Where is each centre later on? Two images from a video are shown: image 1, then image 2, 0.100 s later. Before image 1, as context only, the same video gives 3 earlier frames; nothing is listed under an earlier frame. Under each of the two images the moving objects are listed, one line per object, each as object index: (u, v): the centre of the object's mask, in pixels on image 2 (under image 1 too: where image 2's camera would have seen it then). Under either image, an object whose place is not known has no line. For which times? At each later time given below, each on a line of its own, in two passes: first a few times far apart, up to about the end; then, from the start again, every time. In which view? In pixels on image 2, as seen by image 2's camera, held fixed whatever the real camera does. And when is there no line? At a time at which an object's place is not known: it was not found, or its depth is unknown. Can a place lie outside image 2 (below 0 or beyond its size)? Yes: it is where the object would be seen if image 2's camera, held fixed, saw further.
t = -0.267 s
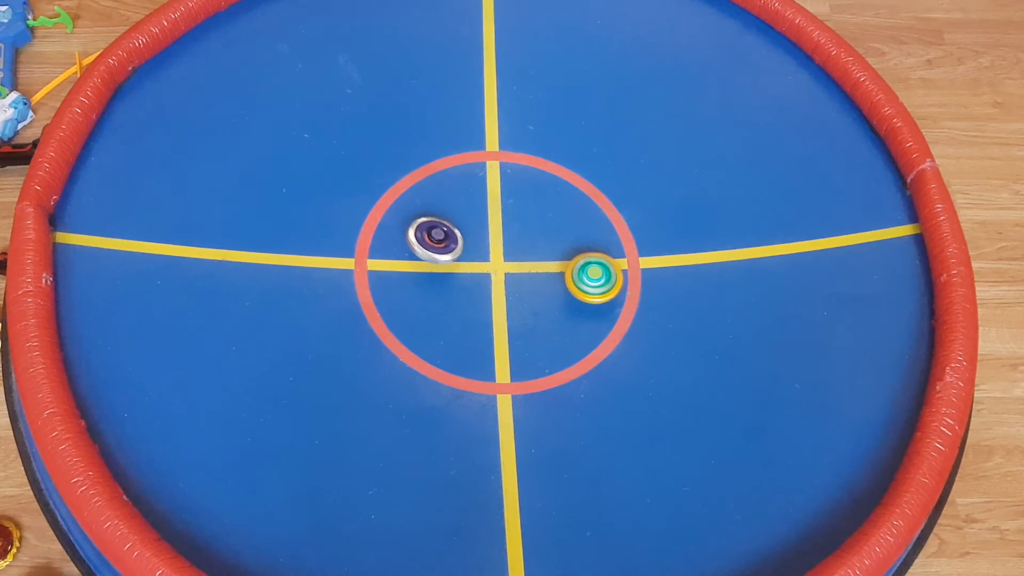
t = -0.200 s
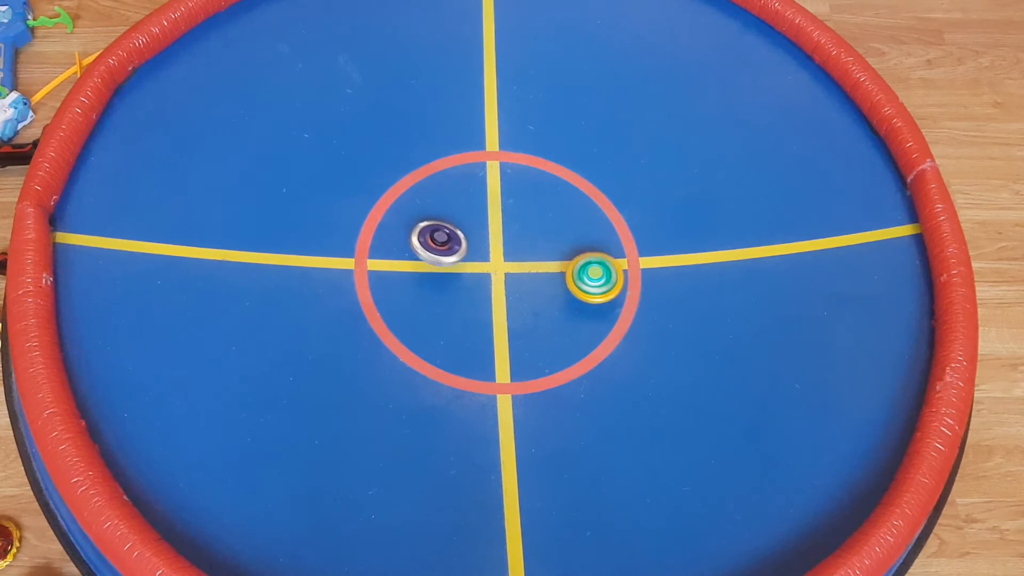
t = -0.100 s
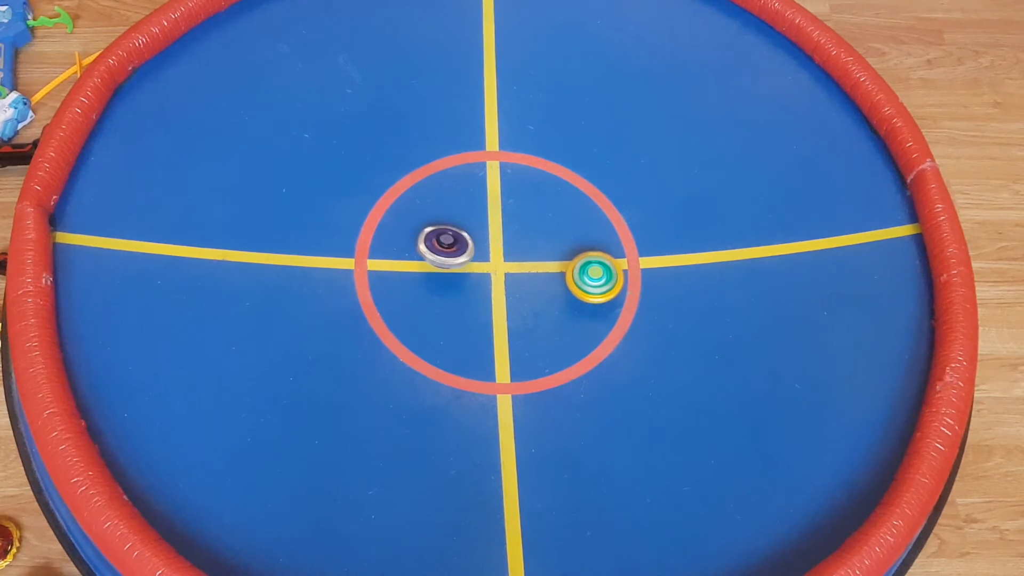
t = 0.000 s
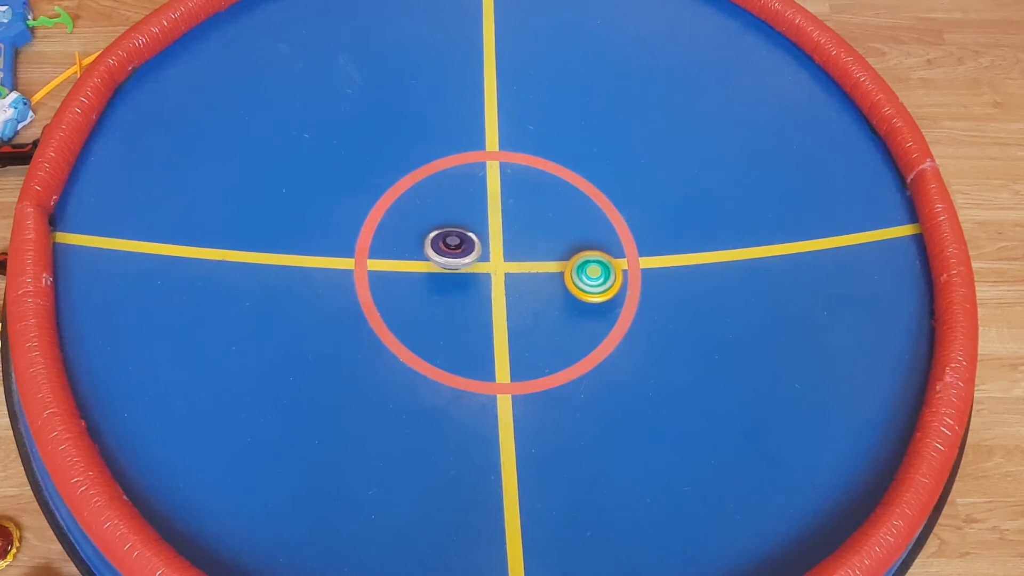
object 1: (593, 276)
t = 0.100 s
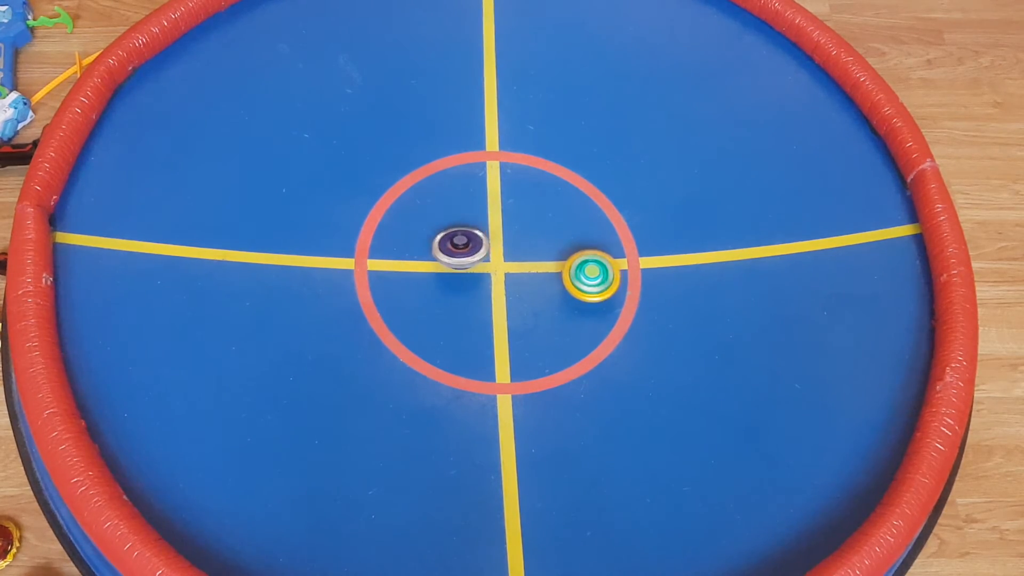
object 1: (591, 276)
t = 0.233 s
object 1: (587, 275)
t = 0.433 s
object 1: (578, 275)
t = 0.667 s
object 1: (566, 277)
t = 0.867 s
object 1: (556, 281)
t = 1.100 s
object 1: (546, 287)
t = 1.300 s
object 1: (540, 294)
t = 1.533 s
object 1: (536, 300)
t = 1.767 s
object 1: (536, 304)
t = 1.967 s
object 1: (536, 305)
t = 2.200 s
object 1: (535, 301)
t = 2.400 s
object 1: (533, 295)
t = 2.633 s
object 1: (529, 287)
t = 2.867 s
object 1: (522, 280)
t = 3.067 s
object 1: (515, 275)
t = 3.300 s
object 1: (516, 300)
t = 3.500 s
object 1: (515, 309)
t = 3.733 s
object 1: (522, 316)
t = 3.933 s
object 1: (530, 316)
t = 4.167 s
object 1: (538, 308)
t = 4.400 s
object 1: (540, 297)
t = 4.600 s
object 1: (536, 287)
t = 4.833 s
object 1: (526, 279)
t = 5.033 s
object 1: (515, 275)
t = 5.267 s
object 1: (502, 276)
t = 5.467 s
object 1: (494, 281)
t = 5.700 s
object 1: (492, 288)
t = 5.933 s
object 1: (497, 294)
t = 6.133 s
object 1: (506, 297)
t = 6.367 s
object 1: (516, 290)
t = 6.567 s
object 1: (520, 284)
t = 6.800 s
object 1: (474, 285)
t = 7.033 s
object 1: (461, 280)
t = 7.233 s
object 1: (454, 281)
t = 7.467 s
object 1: (451, 286)
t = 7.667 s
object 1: (456, 289)
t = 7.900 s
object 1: (467, 289)
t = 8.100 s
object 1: (476, 284)
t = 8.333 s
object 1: (483, 274)
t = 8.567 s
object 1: (485, 260)
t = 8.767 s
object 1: (482, 251)
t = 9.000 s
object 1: (475, 245)
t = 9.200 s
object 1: (467, 244)
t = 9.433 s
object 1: (462, 249)
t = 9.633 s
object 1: (464, 255)
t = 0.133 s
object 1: (591, 275)
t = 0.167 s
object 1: (589, 275)
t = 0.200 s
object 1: (588, 276)
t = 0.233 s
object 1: (587, 275)
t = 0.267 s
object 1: (586, 275)
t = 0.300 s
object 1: (584, 275)
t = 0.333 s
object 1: (583, 275)
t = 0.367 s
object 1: (581, 275)
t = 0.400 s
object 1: (579, 275)
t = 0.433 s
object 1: (578, 275)
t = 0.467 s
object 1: (576, 276)
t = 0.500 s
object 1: (575, 276)
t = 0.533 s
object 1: (573, 276)
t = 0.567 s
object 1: (571, 276)
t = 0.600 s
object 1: (569, 277)
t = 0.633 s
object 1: (568, 277)
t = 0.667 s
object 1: (566, 277)
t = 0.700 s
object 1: (564, 278)
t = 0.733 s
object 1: (562, 278)
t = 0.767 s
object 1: (561, 279)
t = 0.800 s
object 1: (559, 279)
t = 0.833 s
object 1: (557, 280)
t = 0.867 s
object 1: (556, 281)
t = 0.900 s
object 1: (554, 282)
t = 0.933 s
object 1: (553, 282)
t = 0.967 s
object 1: (551, 283)
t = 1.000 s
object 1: (550, 284)
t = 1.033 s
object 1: (548, 285)
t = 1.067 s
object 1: (547, 286)
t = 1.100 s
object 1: (546, 287)
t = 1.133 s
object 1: (545, 287)
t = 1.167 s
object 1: (544, 289)
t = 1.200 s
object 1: (542, 290)
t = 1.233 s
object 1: (542, 291)
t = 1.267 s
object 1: (541, 292)
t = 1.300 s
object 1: (540, 294)
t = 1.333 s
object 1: (539, 295)
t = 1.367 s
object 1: (538, 296)
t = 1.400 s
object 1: (538, 297)
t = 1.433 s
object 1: (537, 298)
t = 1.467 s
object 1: (537, 299)
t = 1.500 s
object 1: (536, 299)
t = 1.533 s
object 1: (536, 300)
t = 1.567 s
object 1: (536, 301)
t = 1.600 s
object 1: (535, 302)
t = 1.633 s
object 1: (535, 302)
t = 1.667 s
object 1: (535, 303)
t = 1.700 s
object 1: (536, 303)
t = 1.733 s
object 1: (536, 304)
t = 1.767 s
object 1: (536, 304)
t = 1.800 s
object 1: (535, 304)
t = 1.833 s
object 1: (535, 305)
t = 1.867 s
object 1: (535, 304)
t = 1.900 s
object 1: (535, 305)
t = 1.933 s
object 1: (536, 305)
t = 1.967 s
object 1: (536, 305)
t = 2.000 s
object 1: (536, 305)
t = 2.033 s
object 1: (536, 304)
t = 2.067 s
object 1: (536, 304)
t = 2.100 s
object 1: (535, 303)
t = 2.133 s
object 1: (535, 303)
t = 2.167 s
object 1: (535, 302)
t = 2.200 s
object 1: (535, 301)
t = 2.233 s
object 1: (535, 301)
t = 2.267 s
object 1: (534, 300)
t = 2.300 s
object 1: (534, 299)
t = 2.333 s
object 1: (534, 297)
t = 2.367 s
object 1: (533, 296)
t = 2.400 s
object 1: (533, 295)
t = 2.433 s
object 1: (532, 294)
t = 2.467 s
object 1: (532, 293)
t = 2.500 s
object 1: (531, 292)
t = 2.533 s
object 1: (531, 291)
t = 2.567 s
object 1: (530, 289)
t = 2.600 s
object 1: (530, 288)
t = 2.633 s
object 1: (529, 287)
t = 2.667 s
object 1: (528, 286)
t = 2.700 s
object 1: (528, 285)
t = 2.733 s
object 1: (527, 284)
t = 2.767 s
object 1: (526, 283)
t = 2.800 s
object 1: (525, 282)
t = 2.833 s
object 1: (524, 281)
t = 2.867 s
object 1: (522, 280)
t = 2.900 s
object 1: (521, 279)
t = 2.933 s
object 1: (520, 278)
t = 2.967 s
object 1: (519, 277)
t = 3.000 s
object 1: (518, 276)
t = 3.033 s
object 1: (516, 276)
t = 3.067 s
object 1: (515, 275)
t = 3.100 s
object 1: (513, 274)
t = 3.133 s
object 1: (512, 274)
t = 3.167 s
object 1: (513, 282)
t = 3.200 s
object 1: (514, 290)
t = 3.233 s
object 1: (516, 296)
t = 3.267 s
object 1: (516, 299)
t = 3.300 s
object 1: (516, 300)
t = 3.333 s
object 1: (515, 302)
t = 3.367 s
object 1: (515, 303)
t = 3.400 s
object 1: (515, 305)
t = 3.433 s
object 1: (515, 306)
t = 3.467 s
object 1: (515, 307)
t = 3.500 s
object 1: (515, 309)
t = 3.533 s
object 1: (516, 310)
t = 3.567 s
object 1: (517, 311)
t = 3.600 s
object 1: (518, 312)
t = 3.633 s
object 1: (519, 314)
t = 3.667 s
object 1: (520, 315)
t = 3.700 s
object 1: (521, 315)
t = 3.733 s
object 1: (522, 316)
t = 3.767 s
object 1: (523, 316)
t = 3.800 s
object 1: (525, 317)
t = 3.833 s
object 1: (526, 317)
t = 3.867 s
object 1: (528, 316)
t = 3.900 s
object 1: (529, 316)
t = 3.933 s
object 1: (530, 316)
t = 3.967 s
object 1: (532, 315)
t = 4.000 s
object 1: (533, 314)
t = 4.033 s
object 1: (534, 314)
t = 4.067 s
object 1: (535, 312)
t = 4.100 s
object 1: (536, 311)
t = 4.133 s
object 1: (538, 310)
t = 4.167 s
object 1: (538, 308)
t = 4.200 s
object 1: (539, 307)
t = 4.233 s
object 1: (539, 305)
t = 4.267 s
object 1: (540, 304)
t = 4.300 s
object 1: (540, 302)
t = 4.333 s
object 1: (540, 300)
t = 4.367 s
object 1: (540, 299)
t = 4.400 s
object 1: (540, 297)
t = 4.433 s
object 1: (539, 296)
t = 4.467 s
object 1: (539, 294)
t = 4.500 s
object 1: (539, 292)
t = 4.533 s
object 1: (538, 290)
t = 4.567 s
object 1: (537, 288)
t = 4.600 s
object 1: (536, 287)
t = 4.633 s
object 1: (535, 286)
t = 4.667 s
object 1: (533, 284)
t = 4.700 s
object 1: (532, 283)
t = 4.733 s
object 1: (531, 282)
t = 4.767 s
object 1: (529, 281)
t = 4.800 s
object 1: (528, 280)
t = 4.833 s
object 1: (526, 279)
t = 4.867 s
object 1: (524, 278)
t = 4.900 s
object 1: (523, 277)
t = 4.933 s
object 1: (521, 276)
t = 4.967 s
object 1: (519, 276)
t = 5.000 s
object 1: (517, 275)
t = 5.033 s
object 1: (515, 275)
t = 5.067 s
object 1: (513, 275)
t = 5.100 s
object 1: (511, 275)
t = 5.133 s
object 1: (510, 275)
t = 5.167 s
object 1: (508, 275)
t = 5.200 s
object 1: (506, 275)
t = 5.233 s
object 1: (504, 275)
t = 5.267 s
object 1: (502, 276)
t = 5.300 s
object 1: (501, 277)
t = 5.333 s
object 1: (499, 277)
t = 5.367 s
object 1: (498, 278)
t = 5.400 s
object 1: (497, 279)
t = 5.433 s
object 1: (495, 280)
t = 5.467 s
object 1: (494, 281)
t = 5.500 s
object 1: (494, 283)
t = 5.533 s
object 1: (493, 284)
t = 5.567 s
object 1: (492, 285)
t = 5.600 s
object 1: (492, 286)
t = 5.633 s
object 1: (492, 287)
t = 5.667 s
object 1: (492, 288)
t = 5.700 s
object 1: (492, 288)
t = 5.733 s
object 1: (492, 289)
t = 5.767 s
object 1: (493, 290)
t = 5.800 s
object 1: (494, 291)
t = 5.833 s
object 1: (494, 292)
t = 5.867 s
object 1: (495, 294)
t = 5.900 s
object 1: (496, 294)
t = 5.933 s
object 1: (497, 294)
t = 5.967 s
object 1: (498, 295)
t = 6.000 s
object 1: (500, 296)
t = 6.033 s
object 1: (501, 297)
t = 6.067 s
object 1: (503, 297)
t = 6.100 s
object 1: (504, 297)
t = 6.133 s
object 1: (506, 297)
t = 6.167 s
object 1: (508, 296)
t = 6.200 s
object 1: (509, 296)
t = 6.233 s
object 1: (510, 295)
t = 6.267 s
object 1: (512, 293)
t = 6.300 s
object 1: (513, 292)
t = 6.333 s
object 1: (515, 291)
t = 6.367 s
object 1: (516, 290)
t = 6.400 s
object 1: (517, 289)
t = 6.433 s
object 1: (518, 288)
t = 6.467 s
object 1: (519, 287)
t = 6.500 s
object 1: (519, 286)
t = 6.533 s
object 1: (520, 285)
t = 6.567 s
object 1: (520, 284)
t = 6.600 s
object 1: (508, 287)
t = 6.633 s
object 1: (497, 289)
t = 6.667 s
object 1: (490, 289)
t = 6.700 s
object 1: (485, 289)
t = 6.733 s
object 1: (481, 287)
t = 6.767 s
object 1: (477, 286)
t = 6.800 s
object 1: (474, 285)
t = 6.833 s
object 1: (472, 283)
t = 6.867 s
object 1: (470, 283)
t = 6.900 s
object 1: (468, 282)
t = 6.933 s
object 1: (466, 281)
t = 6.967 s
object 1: (464, 281)
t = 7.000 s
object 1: (463, 280)
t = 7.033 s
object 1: (461, 280)
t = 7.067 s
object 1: (460, 280)
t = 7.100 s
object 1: (458, 280)
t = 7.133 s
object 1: (457, 280)
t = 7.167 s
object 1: (456, 280)
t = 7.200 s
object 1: (455, 281)
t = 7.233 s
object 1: (454, 281)
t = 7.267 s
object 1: (453, 281)
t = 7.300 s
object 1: (453, 282)
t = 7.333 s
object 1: (452, 283)
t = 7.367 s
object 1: (451, 283)
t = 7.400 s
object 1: (451, 284)
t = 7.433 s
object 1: (451, 285)
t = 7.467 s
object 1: (451, 286)
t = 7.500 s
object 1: (452, 287)
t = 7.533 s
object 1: (452, 287)
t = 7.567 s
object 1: (453, 288)
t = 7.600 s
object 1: (454, 288)
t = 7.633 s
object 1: (455, 289)
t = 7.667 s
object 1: (456, 289)
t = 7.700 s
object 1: (457, 290)
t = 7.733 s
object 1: (459, 290)
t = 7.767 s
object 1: (460, 290)
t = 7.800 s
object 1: (462, 290)
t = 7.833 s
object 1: (463, 290)
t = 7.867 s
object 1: (465, 290)
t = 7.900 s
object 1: (467, 289)
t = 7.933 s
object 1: (469, 288)
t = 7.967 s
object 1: (470, 288)
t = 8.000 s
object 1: (472, 287)
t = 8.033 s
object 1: (474, 286)
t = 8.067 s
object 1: (475, 285)
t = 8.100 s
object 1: (476, 284)
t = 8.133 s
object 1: (478, 283)
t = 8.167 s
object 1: (479, 282)
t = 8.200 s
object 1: (480, 280)
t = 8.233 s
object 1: (481, 279)
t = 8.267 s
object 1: (482, 277)
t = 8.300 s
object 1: (483, 276)
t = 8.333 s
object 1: (483, 274)
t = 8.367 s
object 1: (484, 272)
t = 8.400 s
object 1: (485, 270)
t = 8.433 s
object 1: (485, 268)
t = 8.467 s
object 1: (485, 266)
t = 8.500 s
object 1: (485, 264)
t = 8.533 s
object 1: (485, 262)
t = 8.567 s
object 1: (485, 260)
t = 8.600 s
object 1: (485, 258)
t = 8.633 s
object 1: (485, 257)
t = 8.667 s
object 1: (484, 255)
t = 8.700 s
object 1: (484, 254)
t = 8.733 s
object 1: (483, 252)
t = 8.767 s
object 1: (482, 251)
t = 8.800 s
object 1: (482, 250)
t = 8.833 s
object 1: (481, 249)
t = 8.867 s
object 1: (480, 248)
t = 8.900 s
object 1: (479, 247)
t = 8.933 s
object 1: (478, 246)
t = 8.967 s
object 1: (476, 246)
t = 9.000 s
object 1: (475, 245)
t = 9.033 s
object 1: (474, 244)
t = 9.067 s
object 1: (472, 244)
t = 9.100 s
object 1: (471, 244)
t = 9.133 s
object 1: (470, 244)
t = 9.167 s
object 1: (469, 244)
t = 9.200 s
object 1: (467, 244)
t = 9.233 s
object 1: (466, 244)
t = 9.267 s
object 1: (465, 245)
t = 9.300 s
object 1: (464, 246)
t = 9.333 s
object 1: (463, 246)
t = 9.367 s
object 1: (463, 247)
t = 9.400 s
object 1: (462, 248)
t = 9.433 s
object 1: (462, 249)
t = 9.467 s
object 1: (462, 250)
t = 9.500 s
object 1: (462, 251)
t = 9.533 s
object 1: (462, 252)
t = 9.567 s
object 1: (463, 253)
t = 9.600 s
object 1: (463, 254)
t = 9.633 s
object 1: (464, 255)
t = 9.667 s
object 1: (465, 256)
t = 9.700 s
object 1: (466, 257)
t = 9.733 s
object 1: (467, 258)
